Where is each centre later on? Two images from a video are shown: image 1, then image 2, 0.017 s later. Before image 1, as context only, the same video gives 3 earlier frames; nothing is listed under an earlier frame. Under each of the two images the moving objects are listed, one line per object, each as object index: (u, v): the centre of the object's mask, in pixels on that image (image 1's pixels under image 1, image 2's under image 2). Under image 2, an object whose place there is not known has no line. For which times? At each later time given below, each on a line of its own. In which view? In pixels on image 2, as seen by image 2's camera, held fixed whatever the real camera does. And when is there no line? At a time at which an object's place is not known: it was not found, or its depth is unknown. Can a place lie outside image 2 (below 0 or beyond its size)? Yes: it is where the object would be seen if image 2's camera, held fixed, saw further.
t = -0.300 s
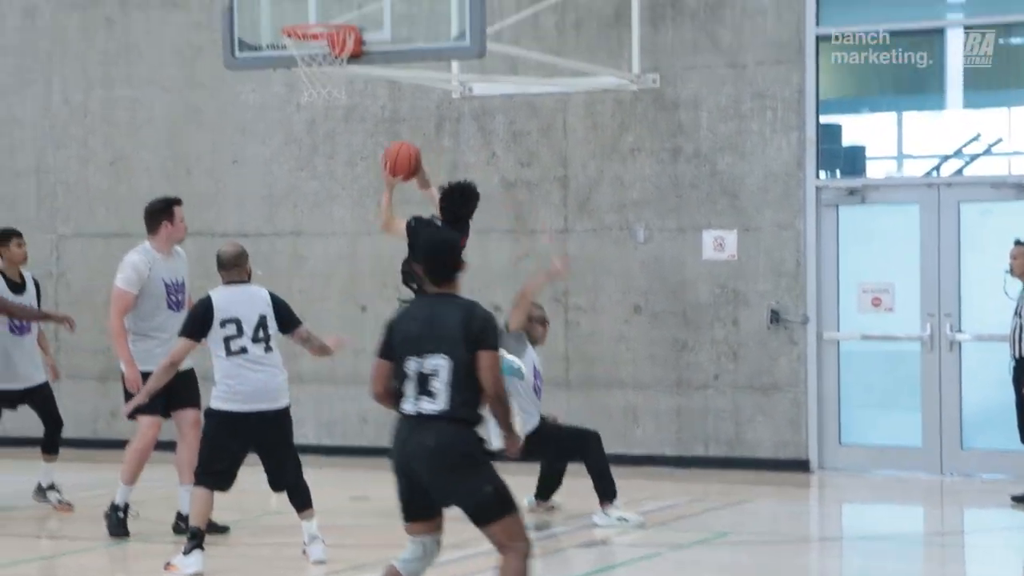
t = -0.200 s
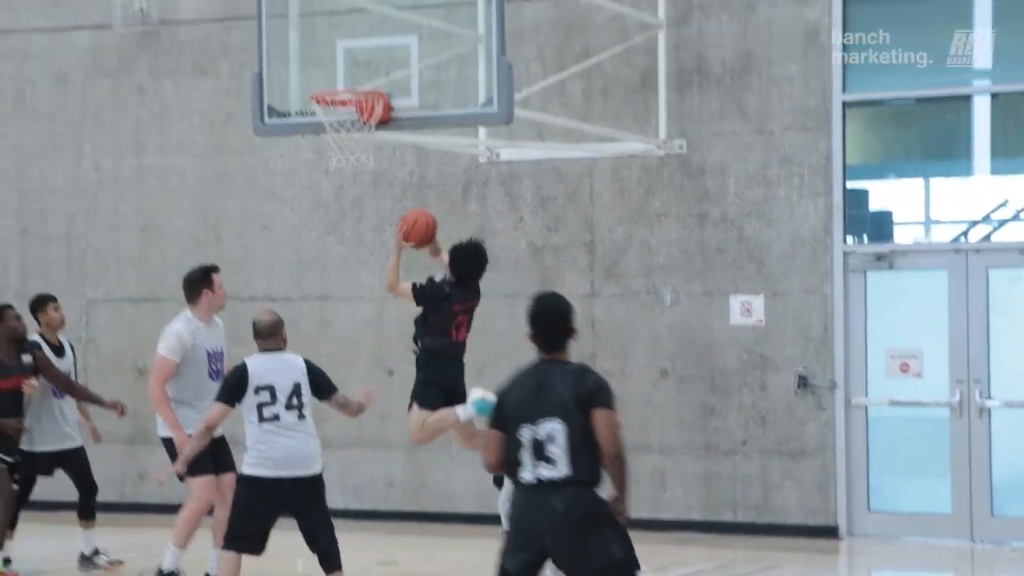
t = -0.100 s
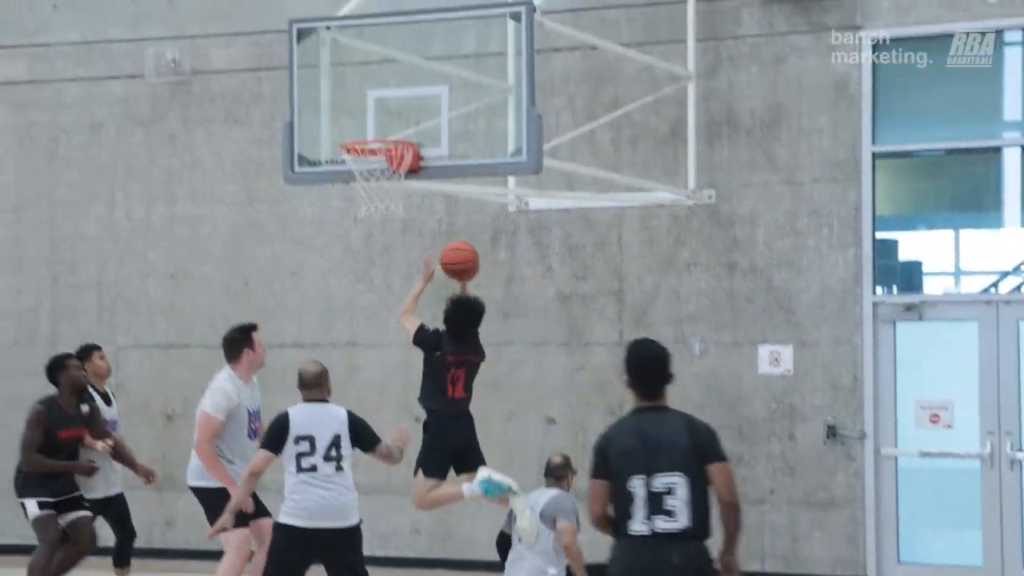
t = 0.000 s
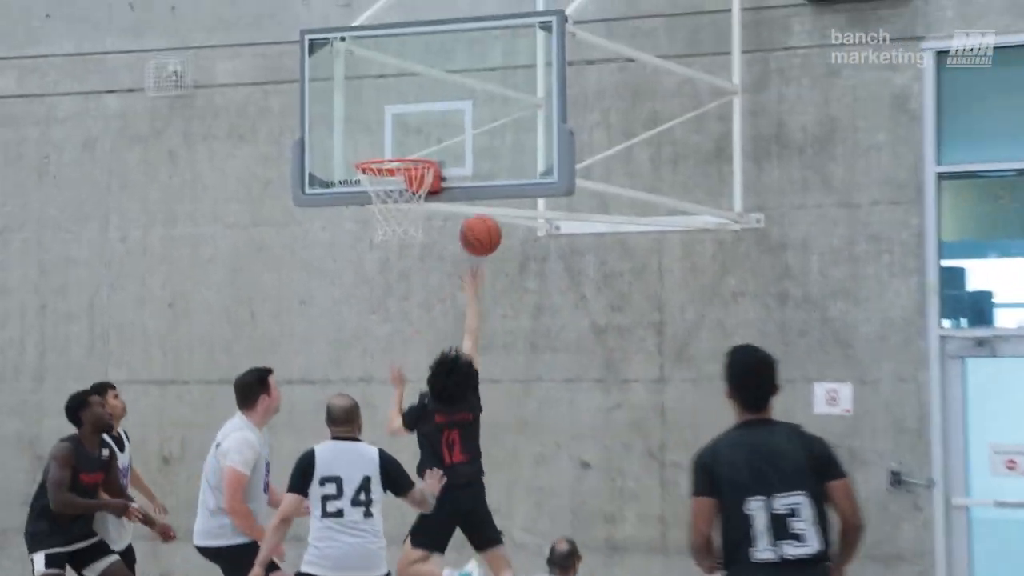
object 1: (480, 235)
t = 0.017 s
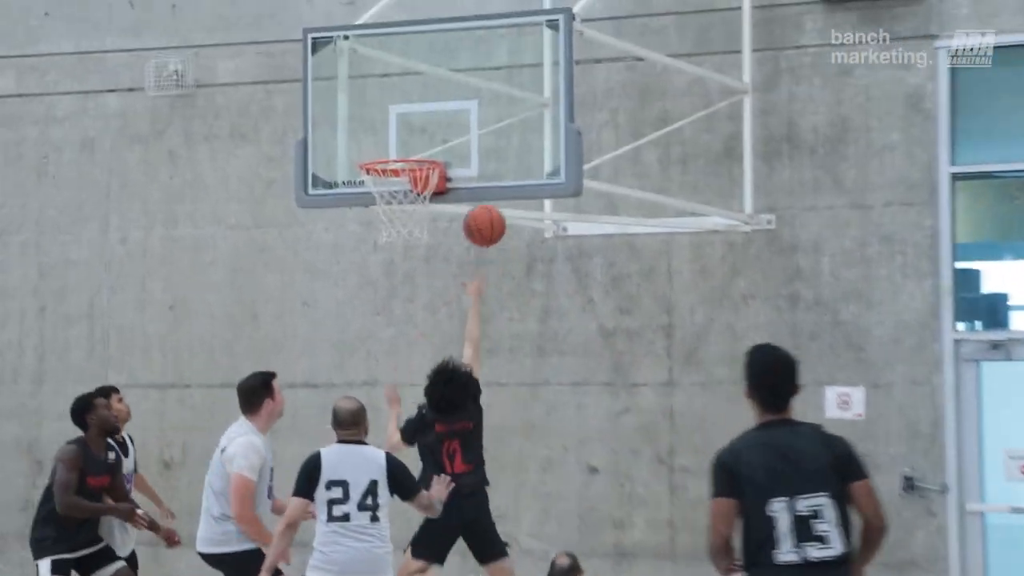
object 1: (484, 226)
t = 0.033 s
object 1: (481, 215)
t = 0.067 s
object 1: (477, 195)
